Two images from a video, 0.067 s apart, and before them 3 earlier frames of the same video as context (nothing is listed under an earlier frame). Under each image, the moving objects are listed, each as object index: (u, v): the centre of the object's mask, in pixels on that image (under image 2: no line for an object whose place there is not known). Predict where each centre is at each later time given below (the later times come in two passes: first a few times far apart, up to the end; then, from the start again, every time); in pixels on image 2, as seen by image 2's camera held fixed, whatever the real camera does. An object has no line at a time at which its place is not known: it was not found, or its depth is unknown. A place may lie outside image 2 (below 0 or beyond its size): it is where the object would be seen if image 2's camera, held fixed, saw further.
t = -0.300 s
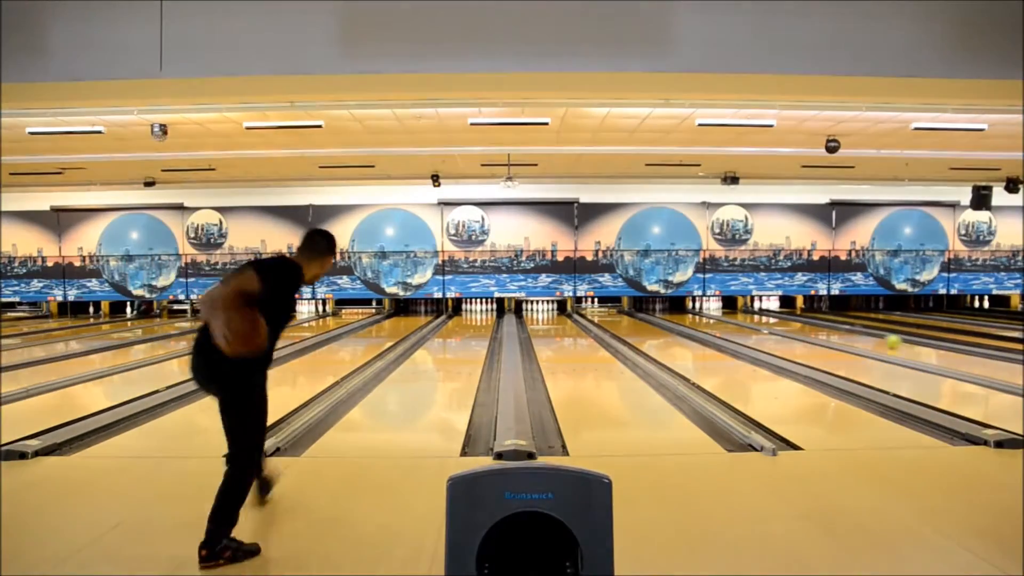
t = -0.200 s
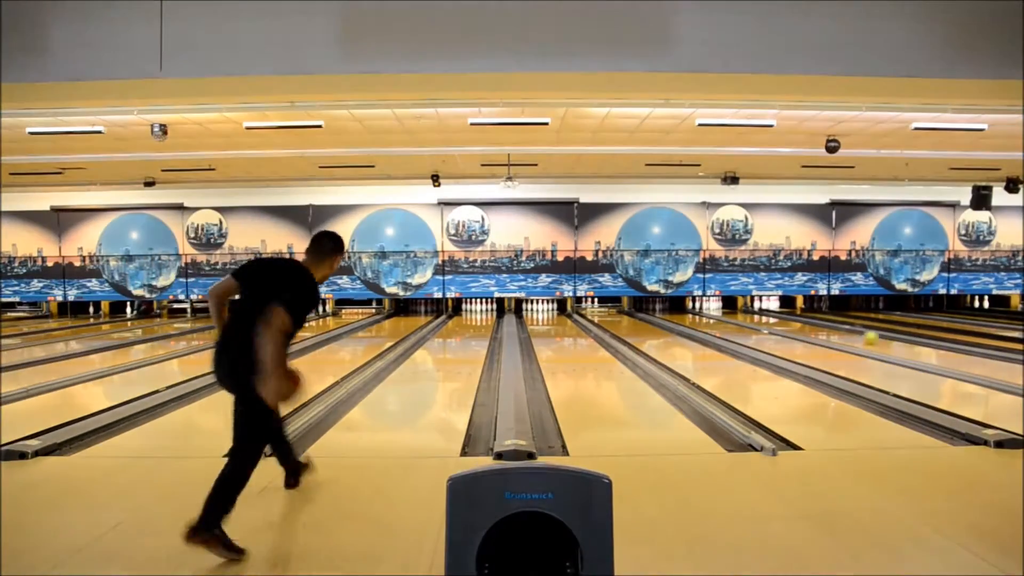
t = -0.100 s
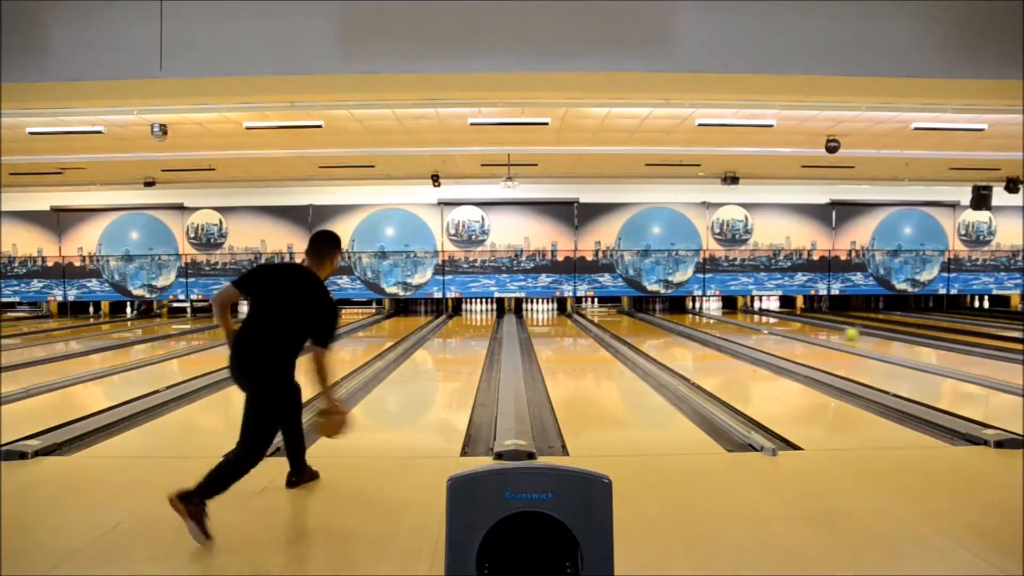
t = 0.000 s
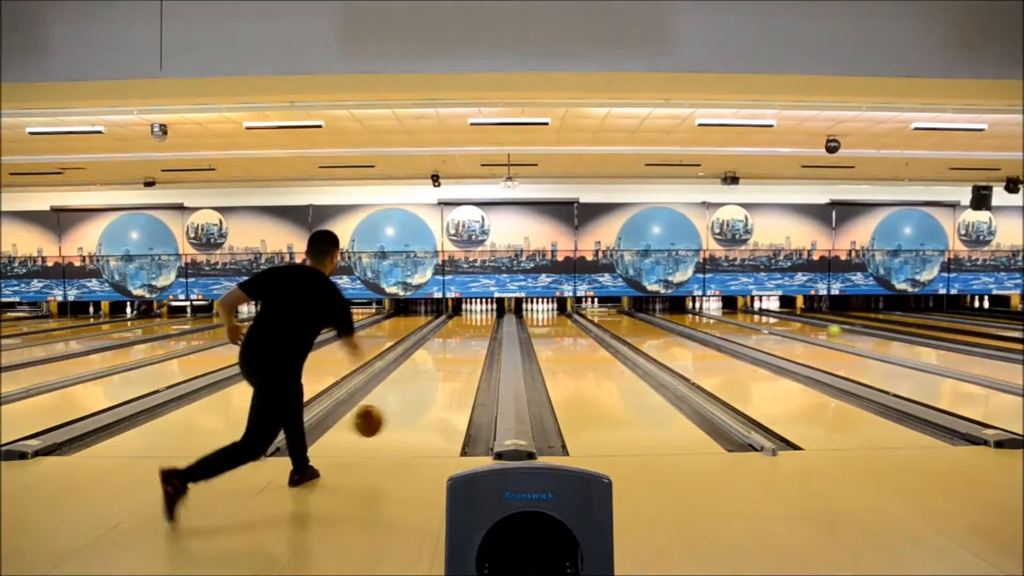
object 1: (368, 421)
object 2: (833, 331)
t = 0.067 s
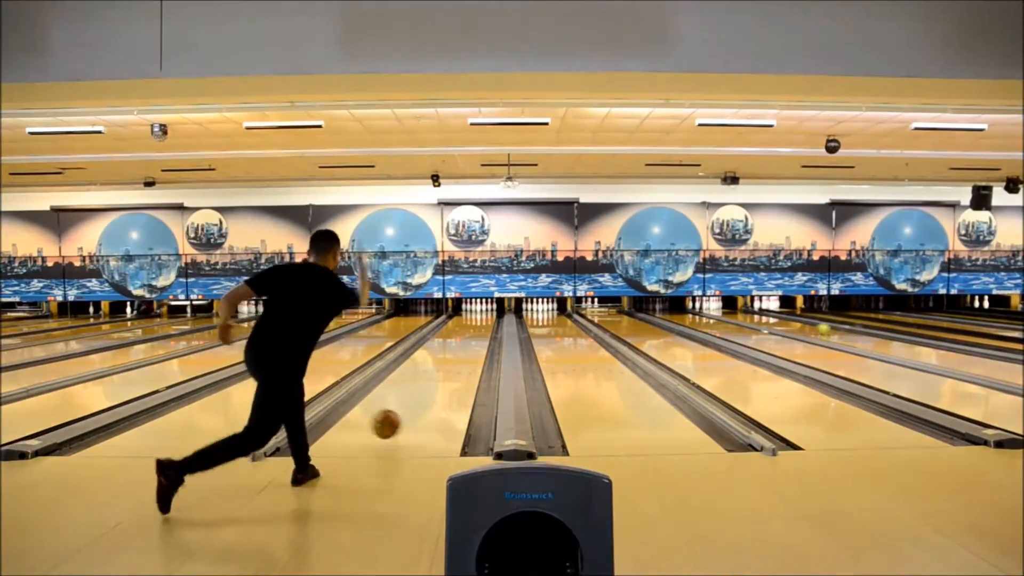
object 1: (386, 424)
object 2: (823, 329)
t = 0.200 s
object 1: (413, 406)
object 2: (804, 326)
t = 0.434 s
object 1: (444, 379)
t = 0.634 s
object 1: (459, 362)
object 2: (755, 316)
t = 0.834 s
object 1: (470, 351)
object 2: (739, 313)
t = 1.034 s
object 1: (478, 342)
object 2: (725, 311)
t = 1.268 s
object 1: (481, 334)
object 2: (710, 309)
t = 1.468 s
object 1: (483, 329)
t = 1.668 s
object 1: (482, 323)
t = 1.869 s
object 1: (481, 320)
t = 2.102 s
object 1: (479, 317)
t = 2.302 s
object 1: (477, 313)
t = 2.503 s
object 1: (475, 311)
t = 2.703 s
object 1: (474, 310)
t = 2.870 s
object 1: (468, 307)
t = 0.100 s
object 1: (394, 424)
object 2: (818, 327)
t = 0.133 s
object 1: (401, 417)
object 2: (813, 327)
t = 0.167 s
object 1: (407, 412)
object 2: (808, 326)
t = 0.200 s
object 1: (413, 406)
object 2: (804, 326)
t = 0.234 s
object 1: (418, 402)
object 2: (799, 325)
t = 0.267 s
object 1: (423, 397)
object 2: (795, 324)
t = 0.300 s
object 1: (428, 393)
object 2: (790, 323)
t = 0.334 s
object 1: (433, 389)
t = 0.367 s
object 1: (437, 385)
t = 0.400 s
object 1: (440, 382)
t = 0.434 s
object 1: (444, 379)
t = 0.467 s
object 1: (447, 375)
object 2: (772, 320)
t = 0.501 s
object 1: (450, 373)
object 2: (768, 318)
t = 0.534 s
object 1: (452, 370)
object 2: (764, 318)
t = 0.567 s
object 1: (455, 367)
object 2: (762, 318)
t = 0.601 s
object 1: (457, 365)
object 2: (758, 316)
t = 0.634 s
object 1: (459, 362)
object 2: (755, 316)
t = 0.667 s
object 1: (462, 360)
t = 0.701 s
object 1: (464, 358)
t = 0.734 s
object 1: (465, 356)
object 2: (747, 314)
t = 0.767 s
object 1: (467, 354)
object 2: (744, 313)
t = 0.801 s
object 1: (469, 352)
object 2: (742, 314)
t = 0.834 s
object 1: (470, 351)
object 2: (739, 313)
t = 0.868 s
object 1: (472, 349)
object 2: (736, 313)
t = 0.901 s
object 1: (473, 347)
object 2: (733, 312)
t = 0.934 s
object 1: (474, 346)
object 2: (731, 312)
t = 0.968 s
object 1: (476, 344)
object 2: (729, 311)
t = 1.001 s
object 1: (476, 343)
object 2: (726, 311)
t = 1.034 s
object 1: (478, 342)
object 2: (725, 311)
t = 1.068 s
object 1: (478, 340)
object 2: (723, 311)
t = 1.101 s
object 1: (479, 339)
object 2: (720, 310)
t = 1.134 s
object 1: (479, 338)
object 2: (719, 310)
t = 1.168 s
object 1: (480, 338)
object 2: (716, 309)
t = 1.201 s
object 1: (480, 337)
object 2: (714, 309)
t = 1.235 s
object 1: (481, 335)
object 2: (712, 309)
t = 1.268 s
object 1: (481, 334)
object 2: (710, 309)
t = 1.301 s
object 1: (482, 333)
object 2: (708, 308)
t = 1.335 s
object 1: (482, 333)
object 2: (707, 307)
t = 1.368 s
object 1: (482, 331)
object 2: (706, 307)
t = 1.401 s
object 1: (482, 330)
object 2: (706, 307)
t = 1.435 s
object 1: (482, 330)
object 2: (706, 306)
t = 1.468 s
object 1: (483, 329)
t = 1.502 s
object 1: (482, 328)
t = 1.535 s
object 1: (482, 327)
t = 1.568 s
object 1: (482, 326)
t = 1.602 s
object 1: (482, 325)
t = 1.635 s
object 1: (482, 324)
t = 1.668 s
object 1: (482, 323)
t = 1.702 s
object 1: (482, 323)
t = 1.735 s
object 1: (482, 322)
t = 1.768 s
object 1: (482, 321)
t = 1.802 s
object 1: (482, 321)
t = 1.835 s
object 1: (482, 320)
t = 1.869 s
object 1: (481, 320)
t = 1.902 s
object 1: (481, 319)
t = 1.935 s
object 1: (480, 319)
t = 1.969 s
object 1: (480, 319)
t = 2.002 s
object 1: (480, 318)
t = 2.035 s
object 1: (479, 318)
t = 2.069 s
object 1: (479, 317)
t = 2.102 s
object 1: (479, 317)
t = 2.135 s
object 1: (478, 317)
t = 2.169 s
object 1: (478, 316)
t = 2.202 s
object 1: (478, 315)
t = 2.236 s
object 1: (477, 314)
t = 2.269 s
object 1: (477, 314)
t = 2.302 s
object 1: (477, 313)
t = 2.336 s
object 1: (477, 313)
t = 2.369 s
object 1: (477, 312)
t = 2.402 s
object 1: (476, 312)
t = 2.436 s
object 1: (476, 312)
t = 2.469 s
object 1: (475, 311)
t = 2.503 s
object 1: (475, 311)
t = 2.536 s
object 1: (475, 311)
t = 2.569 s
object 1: (474, 311)
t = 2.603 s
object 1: (474, 311)
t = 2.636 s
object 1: (474, 311)
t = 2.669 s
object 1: (474, 311)
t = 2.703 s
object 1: (474, 310)
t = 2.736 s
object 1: (473, 310)
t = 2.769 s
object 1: (470, 309)
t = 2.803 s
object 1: (469, 308)
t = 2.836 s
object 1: (467, 307)
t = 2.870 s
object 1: (468, 307)
